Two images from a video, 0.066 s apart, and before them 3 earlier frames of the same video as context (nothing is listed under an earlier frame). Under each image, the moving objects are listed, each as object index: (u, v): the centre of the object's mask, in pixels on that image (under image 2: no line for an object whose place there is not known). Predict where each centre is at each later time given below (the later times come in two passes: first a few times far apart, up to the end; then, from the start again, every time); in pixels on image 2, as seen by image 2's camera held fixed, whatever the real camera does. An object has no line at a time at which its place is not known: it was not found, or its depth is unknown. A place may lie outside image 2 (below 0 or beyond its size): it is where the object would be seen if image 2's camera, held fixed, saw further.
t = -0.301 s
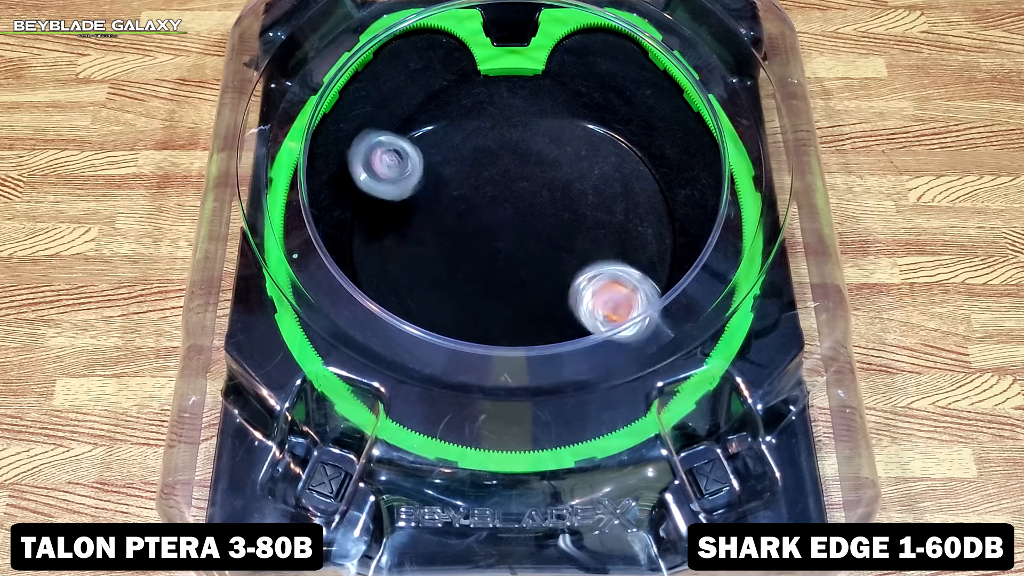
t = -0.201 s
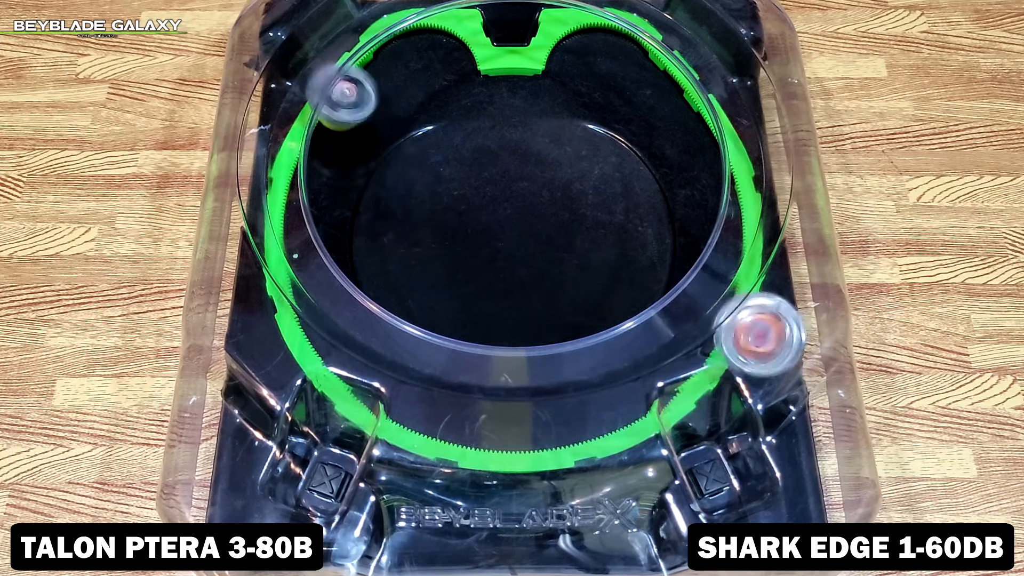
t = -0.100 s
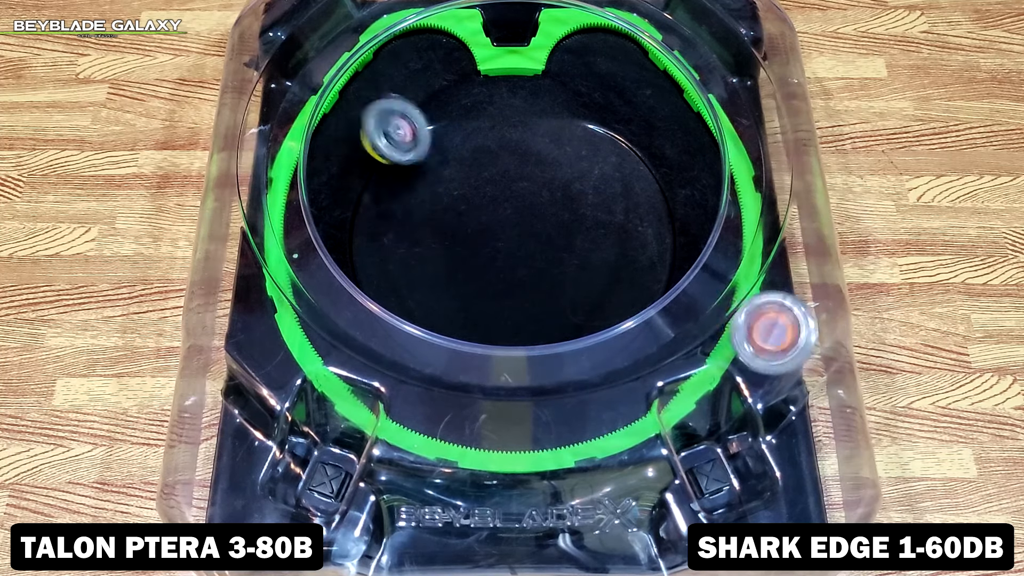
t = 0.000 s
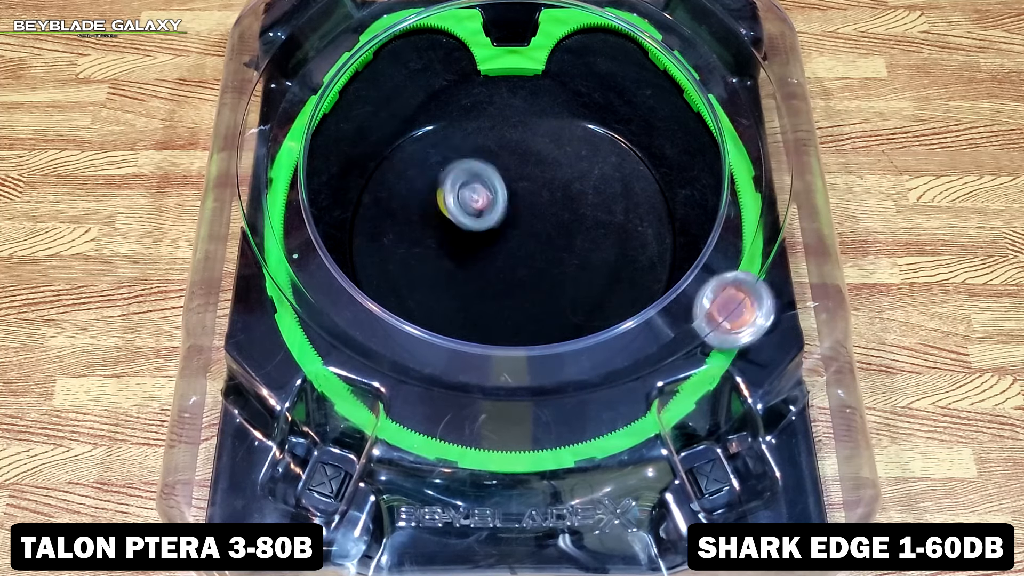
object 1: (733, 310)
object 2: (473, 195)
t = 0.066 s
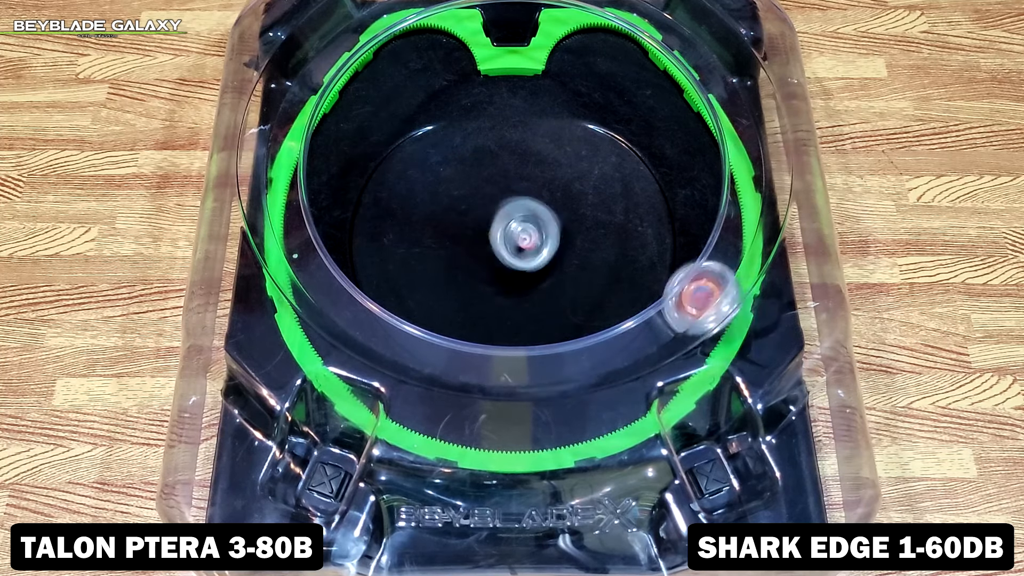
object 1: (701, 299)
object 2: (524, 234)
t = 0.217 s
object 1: (652, 309)
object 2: (600, 225)
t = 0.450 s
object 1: (584, 389)
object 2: (615, 55)
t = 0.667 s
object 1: (484, 407)
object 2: (642, 62)
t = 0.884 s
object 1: (395, 350)
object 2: (631, 113)
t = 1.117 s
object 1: (387, 256)
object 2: (511, 200)
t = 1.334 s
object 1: (321, 191)
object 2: (505, 253)
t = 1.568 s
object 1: (410, 193)
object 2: (516, 234)
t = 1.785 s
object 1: (451, 222)
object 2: (592, 235)
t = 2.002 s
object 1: (497, 271)
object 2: (615, 249)
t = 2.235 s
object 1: (524, 303)
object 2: (582, 262)
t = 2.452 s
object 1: (523, 299)
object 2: (473, 224)
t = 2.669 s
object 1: (508, 262)
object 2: (410, 156)
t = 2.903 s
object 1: (514, 210)
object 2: (464, 140)
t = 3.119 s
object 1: (485, 225)
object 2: (622, 144)
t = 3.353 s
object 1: (480, 249)
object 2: (706, 199)
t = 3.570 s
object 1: (501, 268)
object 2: (626, 258)
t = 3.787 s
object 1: (453, 269)
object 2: (555, 264)
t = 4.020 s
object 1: (444, 250)
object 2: (549, 262)
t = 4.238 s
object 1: (467, 222)
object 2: (548, 258)
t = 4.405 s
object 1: (505, 207)
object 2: (549, 263)
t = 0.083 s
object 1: (691, 296)
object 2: (536, 242)
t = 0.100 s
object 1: (680, 295)
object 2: (548, 248)
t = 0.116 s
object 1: (672, 292)
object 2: (559, 255)
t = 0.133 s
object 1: (665, 285)
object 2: (570, 258)
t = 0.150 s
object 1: (657, 279)
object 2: (580, 262)
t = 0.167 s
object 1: (649, 276)
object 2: (588, 264)
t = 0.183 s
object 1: (646, 280)
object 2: (593, 260)
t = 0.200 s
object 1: (649, 292)
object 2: (598, 243)
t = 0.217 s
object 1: (652, 309)
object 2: (600, 225)
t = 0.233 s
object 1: (654, 325)
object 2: (601, 210)
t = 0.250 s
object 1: (655, 338)
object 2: (602, 196)
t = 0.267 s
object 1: (654, 349)
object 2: (603, 178)
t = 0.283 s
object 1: (651, 358)
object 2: (605, 158)
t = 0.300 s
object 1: (647, 367)
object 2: (607, 141)
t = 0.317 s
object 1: (638, 370)
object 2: (607, 126)
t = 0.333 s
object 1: (632, 372)
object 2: (608, 115)
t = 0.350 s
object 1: (624, 373)
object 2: (610, 105)
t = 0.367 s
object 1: (616, 374)
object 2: (611, 96)
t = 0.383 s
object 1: (609, 377)
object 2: (613, 82)
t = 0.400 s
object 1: (603, 380)
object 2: (614, 72)
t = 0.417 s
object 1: (595, 380)
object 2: (615, 64)
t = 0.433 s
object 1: (591, 387)
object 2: (615, 59)
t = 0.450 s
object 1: (584, 389)
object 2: (615, 55)
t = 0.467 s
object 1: (579, 396)
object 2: (619, 47)
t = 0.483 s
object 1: (573, 400)
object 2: (620, 44)
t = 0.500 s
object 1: (567, 403)
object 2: (621, 43)
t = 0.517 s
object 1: (559, 406)
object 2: (622, 42)
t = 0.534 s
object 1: (551, 408)
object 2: (623, 43)
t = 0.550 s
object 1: (542, 408)
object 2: (623, 45)
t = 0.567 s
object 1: (533, 409)
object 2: (625, 45)
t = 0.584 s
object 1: (524, 410)
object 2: (628, 46)
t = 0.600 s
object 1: (517, 410)
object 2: (632, 46)
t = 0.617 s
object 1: (509, 410)
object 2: (635, 49)
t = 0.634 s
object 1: (501, 410)
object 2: (637, 53)
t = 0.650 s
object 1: (493, 408)
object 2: (639, 57)
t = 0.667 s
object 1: (484, 407)
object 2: (642, 62)
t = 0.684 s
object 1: (476, 405)
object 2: (644, 64)
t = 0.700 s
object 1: (469, 401)
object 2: (642, 71)
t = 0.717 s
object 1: (462, 397)
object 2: (644, 73)
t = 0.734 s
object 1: (454, 396)
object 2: (645, 77)
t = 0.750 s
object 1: (445, 393)
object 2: (645, 81)
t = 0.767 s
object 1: (438, 388)
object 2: (646, 85)
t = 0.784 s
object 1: (430, 386)
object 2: (645, 90)
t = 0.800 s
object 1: (423, 381)
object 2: (644, 93)
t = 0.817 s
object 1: (416, 377)
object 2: (642, 96)
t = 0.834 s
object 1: (410, 370)
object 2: (639, 101)
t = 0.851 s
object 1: (404, 365)
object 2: (637, 105)
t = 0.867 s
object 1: (399, 359)
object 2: (634, 110)
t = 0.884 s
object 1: (395, 350)
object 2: (631, 113)
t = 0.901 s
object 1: (390, 345)
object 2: (628, 116)
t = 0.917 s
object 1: (387, 338)
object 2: (623, 120)
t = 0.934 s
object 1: (385, 330)
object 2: (618, 124)
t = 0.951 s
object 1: (382, 325)
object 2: (611, 131)
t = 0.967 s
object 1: (379, 318)
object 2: (604, 136)
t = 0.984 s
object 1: (378, 313)
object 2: (597, 142)
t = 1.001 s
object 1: (377, 305)
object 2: (589, 149)
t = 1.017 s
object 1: (377, 297)
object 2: (579, 155)
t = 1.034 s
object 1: (377, 289)
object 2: (568, 163)
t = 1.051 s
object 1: (378, 281)
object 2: (557, 171)
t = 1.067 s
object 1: (380, 273)
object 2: (547, 179)
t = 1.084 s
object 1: (381, 267)
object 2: (537, 185)
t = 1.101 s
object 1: (383, 262)
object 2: (525, 192)
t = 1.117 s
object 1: (387, 256)
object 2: (511, 200)
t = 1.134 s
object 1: (391, 250)
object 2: (499, 207)
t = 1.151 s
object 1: (395, 246)
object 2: (488, 214)
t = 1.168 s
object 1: (400, 242)
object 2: (476, 220)
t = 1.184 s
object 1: (397, 238)
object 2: (470, 226)
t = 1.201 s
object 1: (381, 232)
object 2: (477, 231)
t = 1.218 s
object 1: (369, 224)
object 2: (485, 236)
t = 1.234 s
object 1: (356, 218)
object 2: (493, 241)
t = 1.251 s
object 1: (346, 214)
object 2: (497, 242)
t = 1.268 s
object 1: (337, 209)
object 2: (501, 244)
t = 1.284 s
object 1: (330, 203)
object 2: (499, 247)
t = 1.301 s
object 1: (324, 199)
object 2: (508, 250)
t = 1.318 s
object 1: (321, 197)
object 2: (504, 250)
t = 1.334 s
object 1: (321, 191)
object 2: (505, 253)
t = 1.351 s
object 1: (322, 187)
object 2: (509, 253)
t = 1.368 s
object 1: (324, 186)
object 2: (510, 254)
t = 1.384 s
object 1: (329, 182)
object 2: (511, 256)
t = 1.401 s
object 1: (336, 180)
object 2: (513, 254)
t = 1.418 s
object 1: (342, 179)
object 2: (513, 253)
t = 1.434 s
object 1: (348, 179)
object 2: (512, 253)
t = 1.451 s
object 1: (355, 179)
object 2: (512, 251)
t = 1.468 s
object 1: (361, 180)
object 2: (510, 248)
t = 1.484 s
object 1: (369, 180)
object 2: (511, 246)
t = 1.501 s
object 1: (377, 182)
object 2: (511, 242)
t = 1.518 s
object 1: (385, 185)
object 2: (511, 240)
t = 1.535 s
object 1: (393, 187)
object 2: (513, 238)
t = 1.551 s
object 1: (401, 191)
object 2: (515, 236)
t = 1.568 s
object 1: (410, 193)
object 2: (516, 234)
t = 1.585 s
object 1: (417, 196)
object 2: (518, 233)
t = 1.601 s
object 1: (426, 200)
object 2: (520, 232)
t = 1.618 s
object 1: (433, 203)
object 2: (521, 230)
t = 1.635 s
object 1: (441, 207)
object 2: (521, 228)
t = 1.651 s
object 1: (449, 211)
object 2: (524, 226)
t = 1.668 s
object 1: (456, 215)
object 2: (526, 225)
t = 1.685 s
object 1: (459, 217)
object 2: (532, 225)
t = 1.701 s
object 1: (455, 216)
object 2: (547, 225)
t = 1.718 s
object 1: (452, 217)
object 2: (559, 227)
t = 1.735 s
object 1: (449, 219)
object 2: (570, 228)
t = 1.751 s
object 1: (449, 220)
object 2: (580, 229)
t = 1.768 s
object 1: (450, 220)
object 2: (588, 232)
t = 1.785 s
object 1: (451, 222)
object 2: (592, 235)
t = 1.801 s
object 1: (454, 224)
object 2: (595, 235)
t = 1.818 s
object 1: (457, 227)
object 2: (601, 237)
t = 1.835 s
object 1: (462, 231)
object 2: (601, 237)
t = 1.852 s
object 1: (466, 235)
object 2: (602, 239)
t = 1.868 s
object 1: (470, 240)
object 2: (604, 239)
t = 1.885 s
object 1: (475, 243)
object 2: (607, 238)
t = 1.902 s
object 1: (479, 248)
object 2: (608, 240)
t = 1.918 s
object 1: (483, 252)
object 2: (609, 240)
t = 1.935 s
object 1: (486, 256)
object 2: (617, 243)
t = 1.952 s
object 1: (489, 260)
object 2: (609, 242)
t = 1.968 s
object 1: (491, 263)
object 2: (609, 243)
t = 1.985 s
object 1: (494, 268)
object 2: (609, 244)
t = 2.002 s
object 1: (497, 271)
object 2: (615, 249)
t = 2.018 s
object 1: (499, 275)
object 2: (613, 250)
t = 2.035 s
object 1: (502, 278)
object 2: (620, 252)
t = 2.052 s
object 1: (504, 281)
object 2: (619, 253)
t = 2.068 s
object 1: (506, 284)
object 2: (616, 256)
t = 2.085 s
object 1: (509, 287)
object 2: (615, 258)
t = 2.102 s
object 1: (511, 290)
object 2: (613, 259)
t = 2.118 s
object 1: (514, 292)
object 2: (610, 261)
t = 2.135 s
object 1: (516, 295)
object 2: (608, 261)
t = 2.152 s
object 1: (518, 296)
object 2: (605, 261)
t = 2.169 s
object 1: (520, 299)
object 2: (602, 262)
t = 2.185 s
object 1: (522, 300)
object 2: (598, 262)
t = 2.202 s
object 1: (523, 302)
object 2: (593, 263)
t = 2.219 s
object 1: (524, 303)
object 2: (588, 262)
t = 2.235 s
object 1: (524, 303)
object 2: (582, 262)
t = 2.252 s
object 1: (525, 304)
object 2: (577, 261)
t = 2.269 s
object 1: (526, 304)
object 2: (570, 259)
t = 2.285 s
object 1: (526, 305)
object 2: (563, 257)
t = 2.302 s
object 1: (526, 305)
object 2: (554, 254)
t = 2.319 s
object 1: (526, 305)
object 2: (546, 253)
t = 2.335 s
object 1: (527, 304)
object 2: (538, 249)
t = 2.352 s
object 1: (526, 304)
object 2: (527, 247)
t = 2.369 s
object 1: (527, 303)
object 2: (519, 244)
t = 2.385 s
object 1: (526, 303)
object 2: (509, 242)
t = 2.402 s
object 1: (526, 302)
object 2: (501, 238)
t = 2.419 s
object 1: (525, 301)
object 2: (490, 233)
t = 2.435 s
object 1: (524, 300)
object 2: (483, 229)
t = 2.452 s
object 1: (523, 299)
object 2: (473, 224)
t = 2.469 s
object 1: (522, 297)
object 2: (466, 219)
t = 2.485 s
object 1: (521, 296)
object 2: (457, 213)
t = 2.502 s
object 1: (519, 294)
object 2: (450, 208)
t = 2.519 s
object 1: (518, 292)
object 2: (443, 203)
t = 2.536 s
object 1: (516, 289)
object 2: (437, 197)
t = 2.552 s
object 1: (515, 286)
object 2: (430, 192)
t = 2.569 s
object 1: (513, 283)
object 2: (427, 185)
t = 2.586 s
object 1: (512, 280)
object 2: (422, 181)
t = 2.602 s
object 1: (511, 276)
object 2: (418, 174)
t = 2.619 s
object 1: (510, 273)
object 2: (416, 170)
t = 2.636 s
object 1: (510, 269)
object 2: (412, 164)
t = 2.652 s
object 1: (509, 266)
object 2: (412, 160)
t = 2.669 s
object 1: (508, 262)
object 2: (410, 156)
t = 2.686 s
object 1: (508, 259)
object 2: (411, 152)
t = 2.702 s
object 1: (508, 255)
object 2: (411, 149)
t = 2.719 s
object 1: (507, 251)
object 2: (411, 145)
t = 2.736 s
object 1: (508, 248)
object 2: (413, 145)
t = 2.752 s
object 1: (507, 243)
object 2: (416, 144)
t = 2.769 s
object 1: (508, 240)
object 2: (421, 143)
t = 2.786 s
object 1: (508, 236)
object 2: (425, 142)
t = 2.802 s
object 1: (508, 232)
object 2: (430, 141)
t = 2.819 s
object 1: (509, 228)
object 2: (436, 140)
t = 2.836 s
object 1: (510, 225)
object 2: (440, 140)
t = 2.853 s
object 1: (511, 221)
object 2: (446, 140)
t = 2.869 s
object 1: (512, 217)
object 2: (453, 139)
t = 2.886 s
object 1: (513, 214)
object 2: (458, 140)
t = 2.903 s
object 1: (514, 210)
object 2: (464, 140)
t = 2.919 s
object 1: (516, 207)
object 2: (471, 140)
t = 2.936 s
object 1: (517, 204)
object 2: (479, 140)
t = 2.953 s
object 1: (519, 202)
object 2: (485, 141)
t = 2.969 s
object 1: (520, 199)
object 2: (493, 141)
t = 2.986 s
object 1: (522, 197)
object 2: (500, 140)
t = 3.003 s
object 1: (524, 195)
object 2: (510, 139)
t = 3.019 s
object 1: (525, 193)
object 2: (521, 141)
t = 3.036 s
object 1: (526, 193)
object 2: (532, 143)
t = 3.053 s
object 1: (517, 199)
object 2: (551, 146)
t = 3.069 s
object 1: (508, 208)
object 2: (570, 143)
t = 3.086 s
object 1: (501, 212)
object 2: (588, 141)
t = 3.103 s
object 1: (493, 217)
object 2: (606, 143)
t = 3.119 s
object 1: (485, 225)
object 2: (622, 144)
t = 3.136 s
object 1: (479, 228)
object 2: (634, 142)
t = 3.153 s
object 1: (473, 232)
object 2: (647, 144)
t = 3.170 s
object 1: (470, 236)
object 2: (662, 147)
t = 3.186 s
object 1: (467, 238)
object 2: (675, 149)
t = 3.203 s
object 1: (466, 241)
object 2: (687, 154)
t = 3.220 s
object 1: (464, 243)
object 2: (695, 161)
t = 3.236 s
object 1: (465, 244)
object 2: (707, 166)
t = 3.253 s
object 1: (465, 245)
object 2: (713, 167)
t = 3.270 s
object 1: (467, 245)
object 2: (717, 169)
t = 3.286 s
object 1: (469, 246)
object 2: (721, 174)
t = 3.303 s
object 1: (472, 246)
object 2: (719, 179)
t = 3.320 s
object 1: (475, 247)
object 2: (711, 191)
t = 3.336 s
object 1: (478, 248)
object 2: (710, 194)
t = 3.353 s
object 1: (480, 249)
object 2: (706, 199)
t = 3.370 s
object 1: (483, 251)
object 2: (700, 204)
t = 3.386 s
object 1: (484, 252)
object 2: (708, 209)
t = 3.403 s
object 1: (487, 254)
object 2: (703, 217)
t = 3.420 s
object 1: (488, 256)
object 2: (698, 220)
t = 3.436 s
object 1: (490, 258)
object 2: (692, 224)
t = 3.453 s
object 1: (491, 259)
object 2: (686, 227)
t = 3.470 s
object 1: (493, 261)
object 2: (679, 230)
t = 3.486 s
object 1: (494, 263)
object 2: (674, 233)
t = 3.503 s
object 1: (496, 264)
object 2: (667, 238)
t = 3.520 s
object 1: (497, 265)
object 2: (658, 243)
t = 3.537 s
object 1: (499, 266)
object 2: (648, 247)
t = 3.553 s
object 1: (499, 267)
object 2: (636, 253)
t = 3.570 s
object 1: (501, 268)
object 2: (626, 258)
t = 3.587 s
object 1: (501, 268)
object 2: (618, 262)
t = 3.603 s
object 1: (502, 269)
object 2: (610, 266)
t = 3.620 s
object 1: (502, 270)
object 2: (603, 267)
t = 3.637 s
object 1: (503, 270)
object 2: (594, 268)
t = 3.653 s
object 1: (503, 271)
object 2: (587, 268)
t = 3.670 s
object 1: (503, 271)
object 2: (579, 266)
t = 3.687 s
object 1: (498, 271)
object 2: (575, 265)
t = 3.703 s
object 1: (487, 271)
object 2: (574, 264)
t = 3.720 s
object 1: (478, 271)
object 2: (571, 263)
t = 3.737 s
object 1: (469, 270)
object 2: (567, 261)
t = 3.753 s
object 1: (463, 271)
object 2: (562, 261)
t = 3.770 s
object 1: (458, 270)
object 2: (558, 262)
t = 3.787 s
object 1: (453, 269)
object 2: (555, 264)
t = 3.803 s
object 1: (450, 268)
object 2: (553, 263)
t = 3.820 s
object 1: (448, 267)
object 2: (553, 263)
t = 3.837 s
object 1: (446, 266)
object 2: (552, 261)
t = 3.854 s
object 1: (445, 265)
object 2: (552, 261)
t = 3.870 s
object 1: (443, 263)
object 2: (552, 260)
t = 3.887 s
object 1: (443, 262)
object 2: (552, 260)
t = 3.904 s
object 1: (442, 261)
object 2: (552, 261)
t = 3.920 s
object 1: (442, 260)
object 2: (551, 261)
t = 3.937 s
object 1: (442, 258)
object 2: (551, 261)
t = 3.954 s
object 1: (442, 257)
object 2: (550, 262)
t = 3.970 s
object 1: (442, 255)
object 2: (549, 262)
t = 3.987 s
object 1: (443, 254)
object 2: (549, 262)
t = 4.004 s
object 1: (443, 252)
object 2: (549, 262)
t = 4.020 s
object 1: (444, 250)
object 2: (549, 262)
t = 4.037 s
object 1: (445, 248)
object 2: (549, 261)
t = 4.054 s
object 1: (446, 246)
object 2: (549, 261)
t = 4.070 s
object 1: (446, 244)
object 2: (549, 261)
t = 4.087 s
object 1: (448, 241)
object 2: (549, 261)
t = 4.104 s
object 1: (449, 239)
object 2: (549, 260)
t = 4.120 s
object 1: (450, 236)
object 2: (548, 259)
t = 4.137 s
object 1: (452, 235)
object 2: (548, 259)
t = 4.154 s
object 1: (454, 232)
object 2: (548, 259)
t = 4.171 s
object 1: (457, 230)
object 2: (548, 258)
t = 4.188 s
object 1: (458, 228)
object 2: (548, 258)
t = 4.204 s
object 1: (462, 226)
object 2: (548, 258)
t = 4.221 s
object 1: (464, 224)
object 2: (548, 258)
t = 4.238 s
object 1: (467, 222)
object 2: (548, 258)
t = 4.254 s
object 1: (470, 221)
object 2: (548, 259)
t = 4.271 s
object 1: (474, 219)
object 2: (548, 259)
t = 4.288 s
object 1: (477, 217)
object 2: (548, 259)
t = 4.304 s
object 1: (482, 216)
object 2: (548, 259)
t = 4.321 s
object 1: (485, 215)
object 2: (548, 260)
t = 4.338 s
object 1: (490, 213)
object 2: (548, 260)
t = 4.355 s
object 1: (494, 213)
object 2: (548, 260)
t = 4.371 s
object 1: (498, 212)
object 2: (548, 260)
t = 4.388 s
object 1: (502, 212)
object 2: (548, 260)
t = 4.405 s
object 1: (505, 207)
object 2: (549, 263)
